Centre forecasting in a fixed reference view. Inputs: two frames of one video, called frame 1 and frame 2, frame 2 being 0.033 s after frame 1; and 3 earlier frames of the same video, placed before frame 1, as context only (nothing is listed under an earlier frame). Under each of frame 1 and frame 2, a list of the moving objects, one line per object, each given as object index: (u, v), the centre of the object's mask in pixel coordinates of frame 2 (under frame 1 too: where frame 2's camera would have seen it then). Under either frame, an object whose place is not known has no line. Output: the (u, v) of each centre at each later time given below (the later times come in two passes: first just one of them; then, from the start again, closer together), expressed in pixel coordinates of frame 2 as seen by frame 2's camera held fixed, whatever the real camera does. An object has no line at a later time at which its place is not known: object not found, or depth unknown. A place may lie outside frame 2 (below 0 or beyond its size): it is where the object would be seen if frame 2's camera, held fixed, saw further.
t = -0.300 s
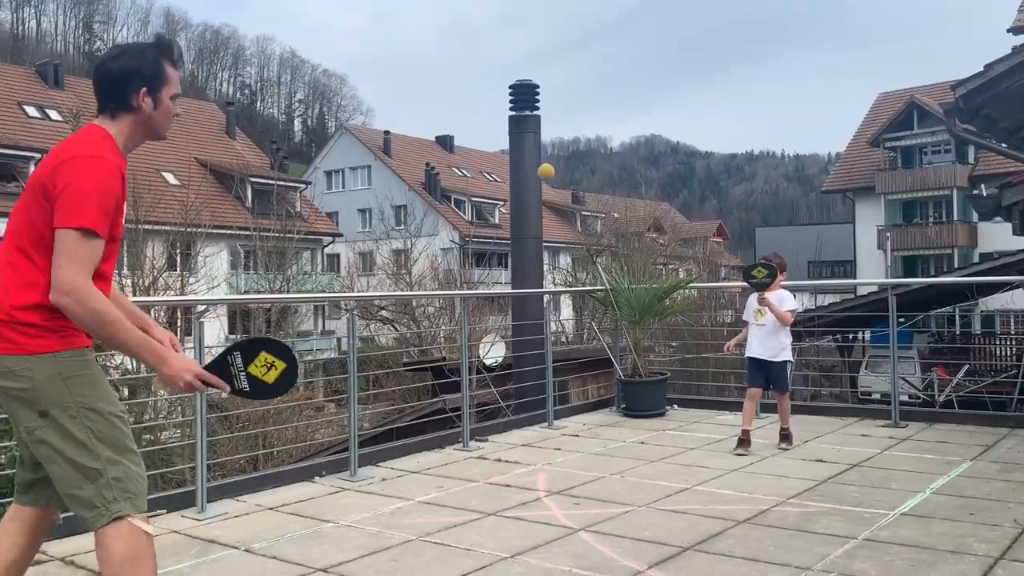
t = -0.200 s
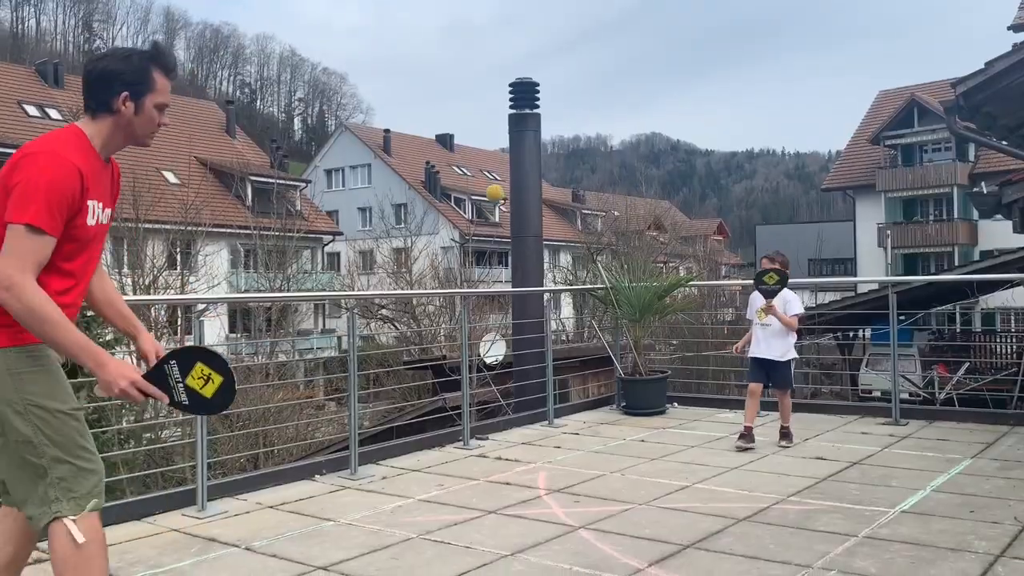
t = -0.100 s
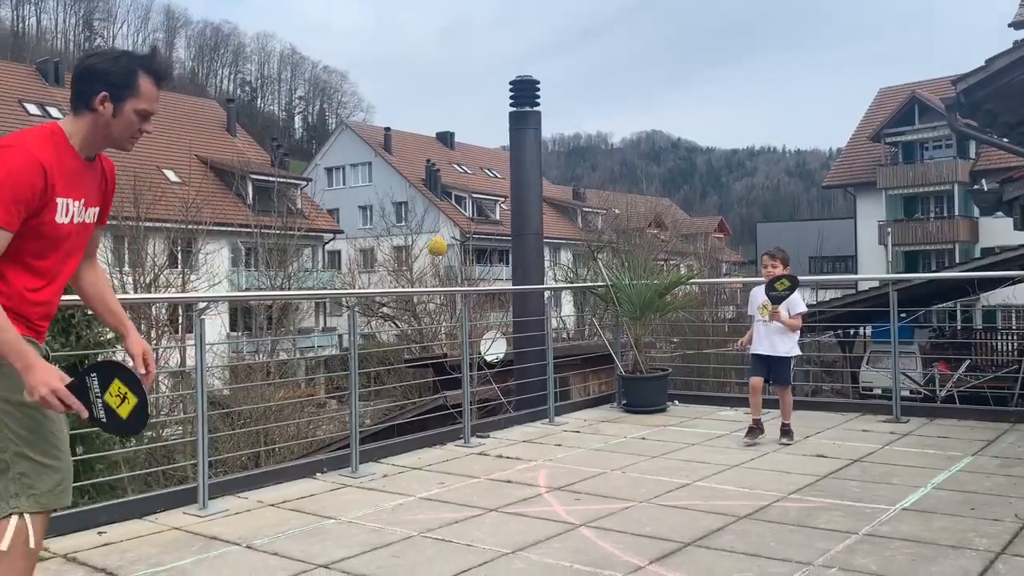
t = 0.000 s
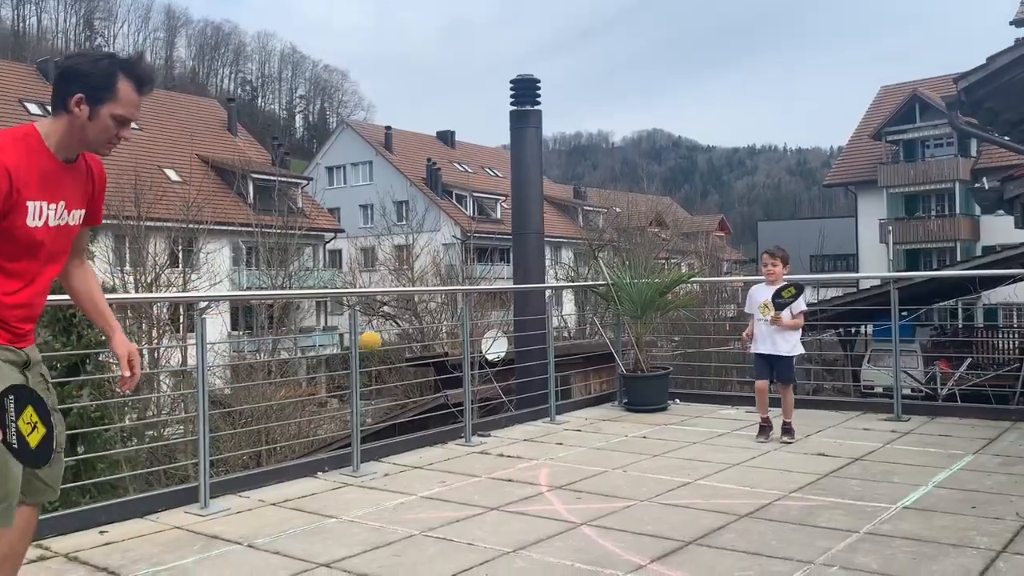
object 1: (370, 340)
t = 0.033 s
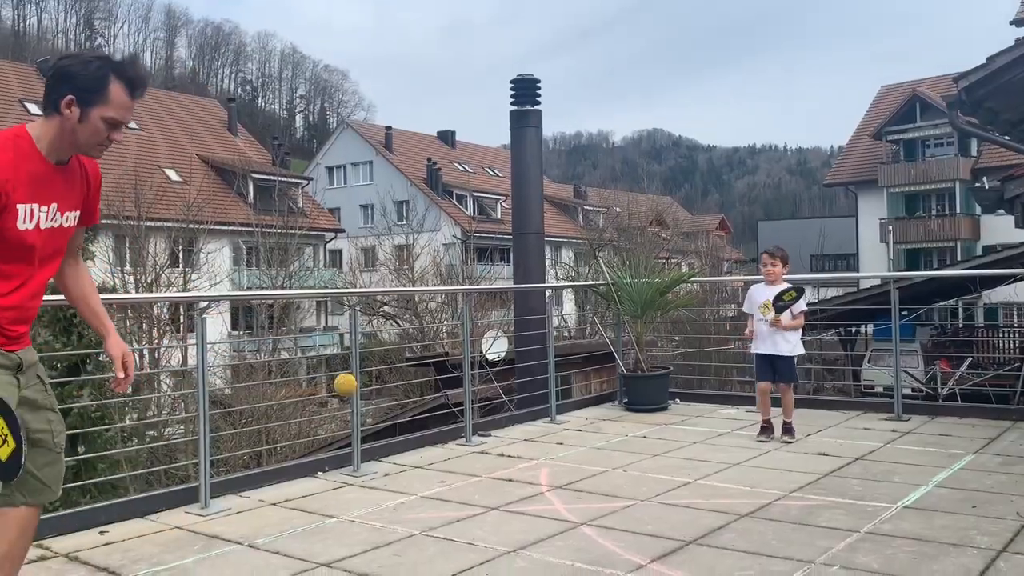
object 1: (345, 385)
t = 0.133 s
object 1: (260, 555)
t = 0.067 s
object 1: (318, 434)
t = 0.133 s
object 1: (260, 555)
